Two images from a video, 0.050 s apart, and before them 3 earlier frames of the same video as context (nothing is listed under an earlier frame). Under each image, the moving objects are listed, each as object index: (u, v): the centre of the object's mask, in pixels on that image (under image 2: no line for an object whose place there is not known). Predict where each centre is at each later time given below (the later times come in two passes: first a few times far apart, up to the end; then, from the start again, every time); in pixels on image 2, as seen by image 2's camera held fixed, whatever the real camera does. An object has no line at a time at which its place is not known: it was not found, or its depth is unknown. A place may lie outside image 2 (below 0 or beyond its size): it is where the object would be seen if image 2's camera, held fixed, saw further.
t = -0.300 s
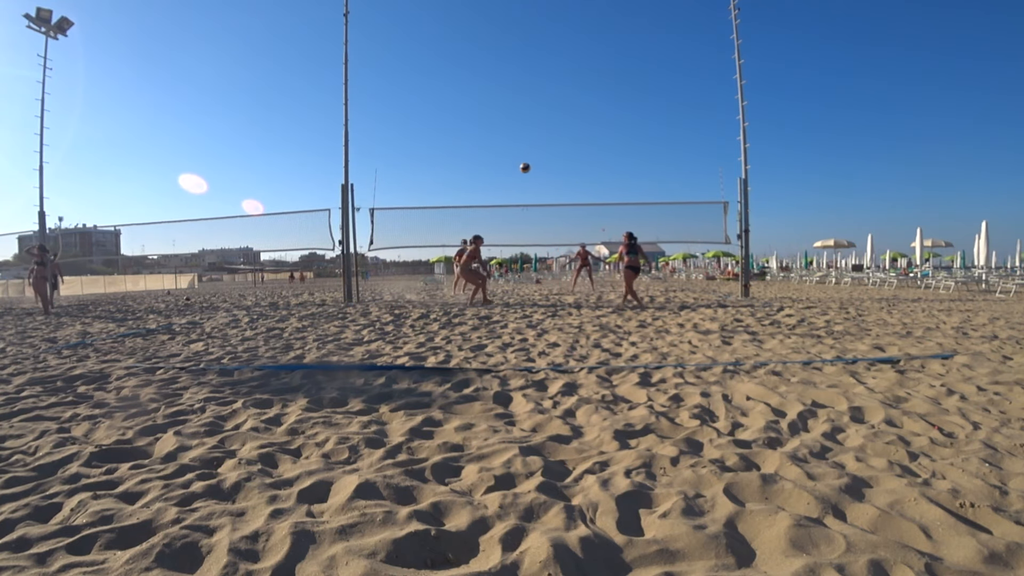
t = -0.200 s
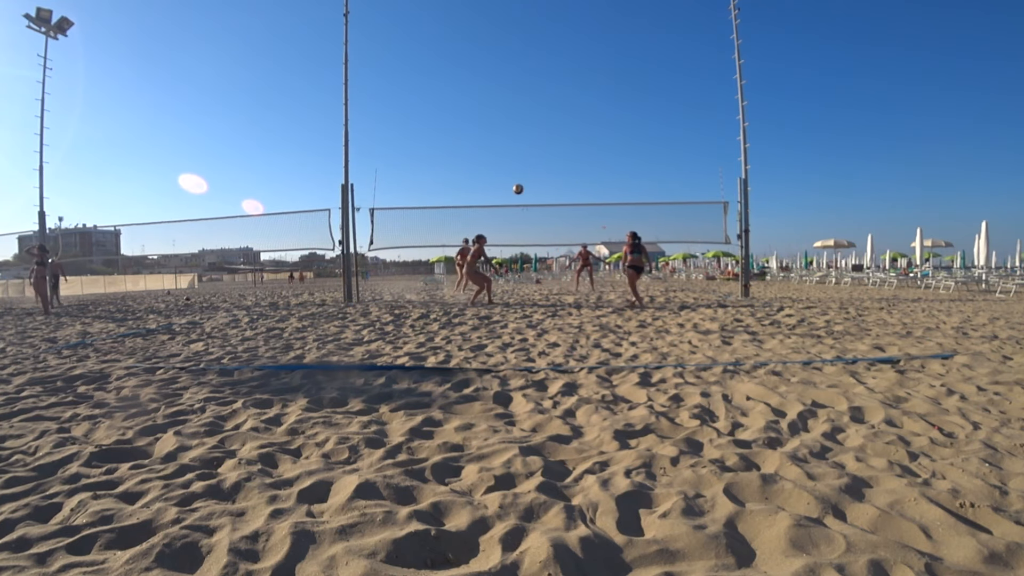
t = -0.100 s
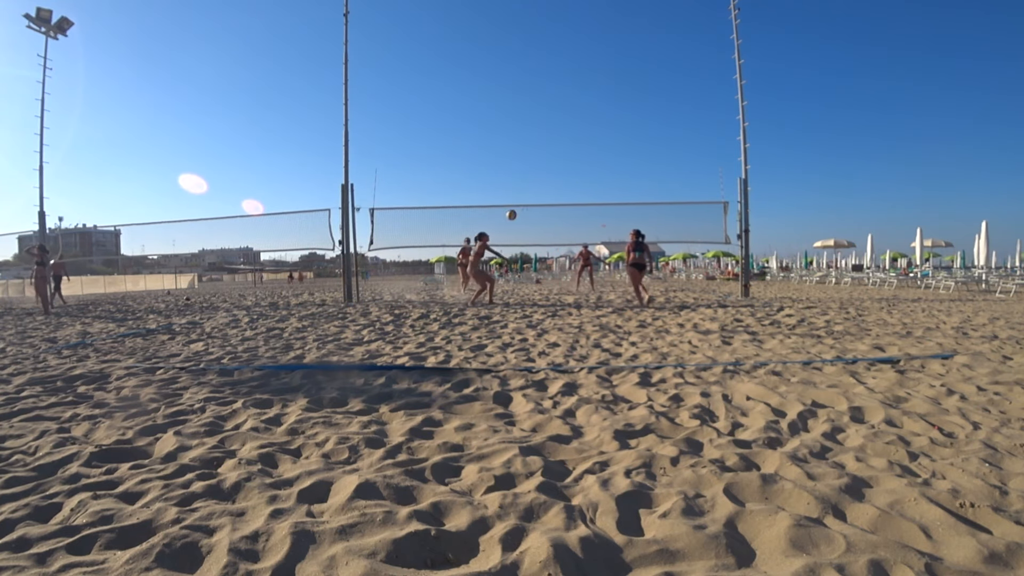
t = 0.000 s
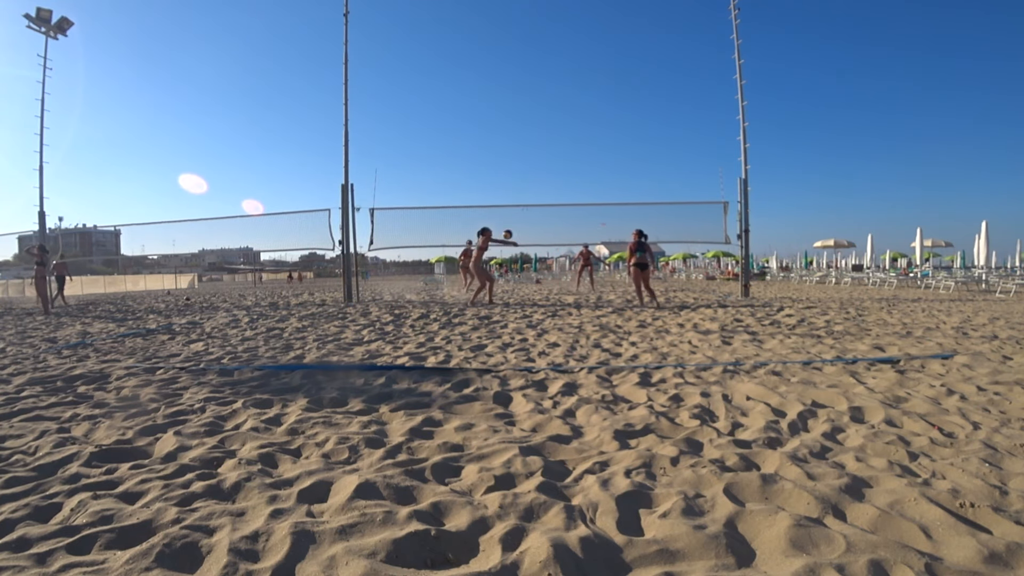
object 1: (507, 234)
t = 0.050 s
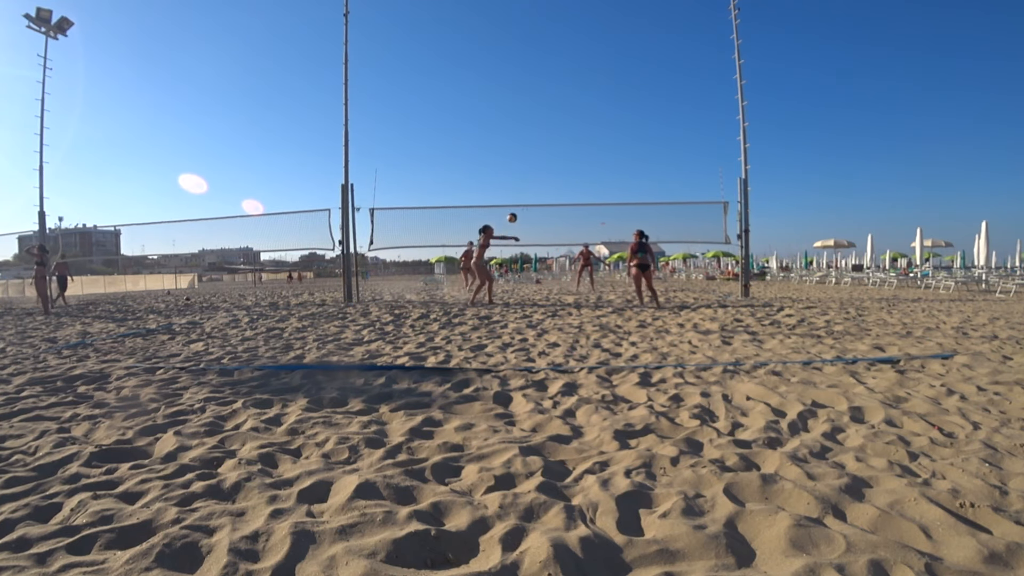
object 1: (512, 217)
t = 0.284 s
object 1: (532, 157)
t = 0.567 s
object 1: (551, 122)
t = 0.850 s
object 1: (569, 125)
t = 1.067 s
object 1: (580, 151)
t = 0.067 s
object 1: (513, 212)
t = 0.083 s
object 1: (515, 207)
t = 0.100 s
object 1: (516, 202)
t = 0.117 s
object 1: (518, 197)
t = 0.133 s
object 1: (519, 192)
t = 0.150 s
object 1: (521, 188)
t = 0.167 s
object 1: (522, 183)
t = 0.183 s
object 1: (523, 179)
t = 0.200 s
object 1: (525, 175)
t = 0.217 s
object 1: (526, 171)
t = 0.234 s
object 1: (527, 167)
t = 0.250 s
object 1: (529, 164)
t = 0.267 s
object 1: (530, 160)
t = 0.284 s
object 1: (532, 157)
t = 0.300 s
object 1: (533, 153)
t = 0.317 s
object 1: (534, 150)
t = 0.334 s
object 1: (535, 147)
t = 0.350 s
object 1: (537, 145)
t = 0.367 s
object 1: (538, 142)
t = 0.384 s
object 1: (539, 140)
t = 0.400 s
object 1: (540, 138)
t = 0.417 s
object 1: (541, 135)
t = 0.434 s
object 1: (542, 133)
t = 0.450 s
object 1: (543, 131)
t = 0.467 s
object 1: (545, 130)
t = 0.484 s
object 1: (546, 128)
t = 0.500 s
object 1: (547, 126)
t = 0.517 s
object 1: (548, 125)
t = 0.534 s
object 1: (549, 124)
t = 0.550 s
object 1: (550, 123)
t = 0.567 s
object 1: (551, 122)
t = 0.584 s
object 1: (553, 121)
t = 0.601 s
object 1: (554, 120)
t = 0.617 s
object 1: (554, 119)
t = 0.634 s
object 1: (556, 119)
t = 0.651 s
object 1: (557, 119)
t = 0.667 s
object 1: (558, 119)
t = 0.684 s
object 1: (559, 118)
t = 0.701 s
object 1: (560, 118)
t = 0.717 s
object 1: (561, 119)
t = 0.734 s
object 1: (562, 119)
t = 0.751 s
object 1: (563, 119)
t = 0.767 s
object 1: (564, 120)
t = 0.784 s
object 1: (565, 121)
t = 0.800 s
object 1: (566, 122)
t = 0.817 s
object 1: (567, 123)
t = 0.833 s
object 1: (568, 123)
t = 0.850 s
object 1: (569, 125)
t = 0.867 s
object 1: (570, 126)
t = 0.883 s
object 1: (571, 127)
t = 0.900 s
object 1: (572, 129)
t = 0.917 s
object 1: (572, 131)
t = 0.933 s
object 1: (573, 132)
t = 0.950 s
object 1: (574, 135)
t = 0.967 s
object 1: (575, 136)
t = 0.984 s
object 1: (576, 139)
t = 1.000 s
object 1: (577, 141)
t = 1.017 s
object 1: (578, 143)
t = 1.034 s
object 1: (579, 146)
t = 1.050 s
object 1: (580, 149)
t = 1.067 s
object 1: (580, 151)
